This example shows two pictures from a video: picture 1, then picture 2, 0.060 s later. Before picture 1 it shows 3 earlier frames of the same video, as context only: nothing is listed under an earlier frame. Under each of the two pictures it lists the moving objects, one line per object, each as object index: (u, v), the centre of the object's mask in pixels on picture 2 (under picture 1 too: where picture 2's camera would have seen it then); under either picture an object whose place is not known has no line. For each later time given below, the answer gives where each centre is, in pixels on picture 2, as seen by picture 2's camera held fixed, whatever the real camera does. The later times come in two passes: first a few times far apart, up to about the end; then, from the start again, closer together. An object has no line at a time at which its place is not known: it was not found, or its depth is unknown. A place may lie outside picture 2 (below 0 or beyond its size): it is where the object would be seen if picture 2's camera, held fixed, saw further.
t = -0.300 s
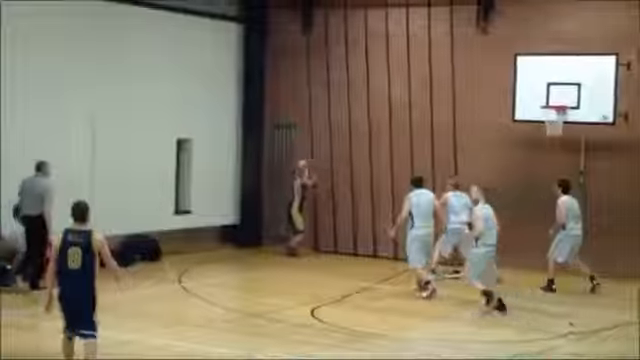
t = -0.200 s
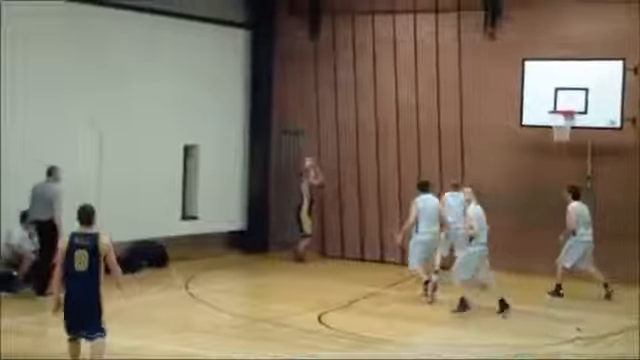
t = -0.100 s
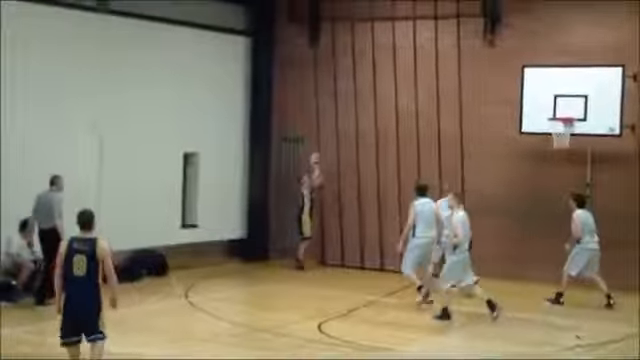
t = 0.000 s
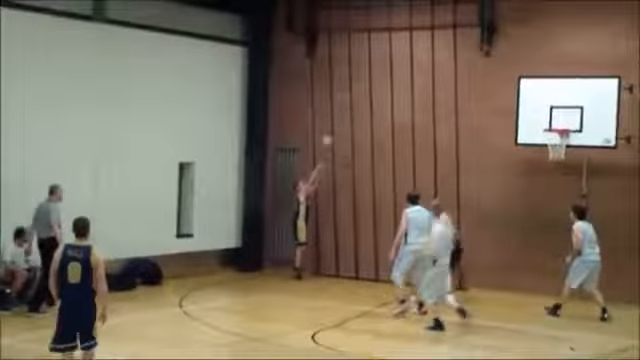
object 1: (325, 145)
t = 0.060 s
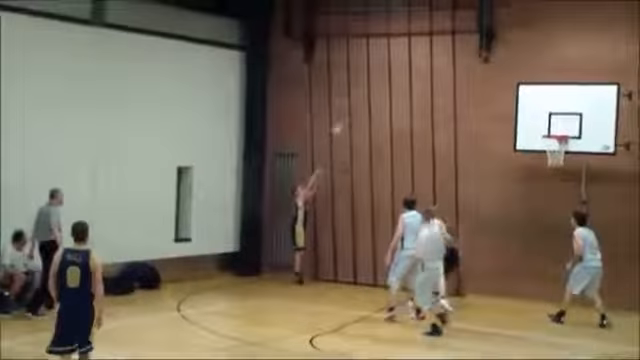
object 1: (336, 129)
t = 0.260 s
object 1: (377, 89)
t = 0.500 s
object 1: (426, 66)
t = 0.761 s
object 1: (483, 73)
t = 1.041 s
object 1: (544, 131)
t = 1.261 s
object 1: (561, 118)
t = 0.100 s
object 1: (345, 119)
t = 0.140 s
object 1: (352, 110)
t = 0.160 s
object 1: (357, 105)
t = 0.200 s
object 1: (364, 97)
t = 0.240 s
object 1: (374, 91)
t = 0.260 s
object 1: (377, 89)
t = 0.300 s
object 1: (386, 84)
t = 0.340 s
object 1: (395, 78)
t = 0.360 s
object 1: (398, 76)
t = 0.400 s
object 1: (406, 70)
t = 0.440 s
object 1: (415, 69)
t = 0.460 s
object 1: (418, 67)
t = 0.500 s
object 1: (426, 66)
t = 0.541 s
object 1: (435, 65)
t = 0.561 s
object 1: (440, 64)
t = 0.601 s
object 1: (448, 64)
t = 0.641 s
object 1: (456, 64)
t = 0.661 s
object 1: (461, 65)
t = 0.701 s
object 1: (469, 67)
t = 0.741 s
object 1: (478, 72)
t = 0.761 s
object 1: (483, 73)
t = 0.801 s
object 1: (493, 81)
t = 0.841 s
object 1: (505, 85)
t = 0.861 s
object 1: (506, 88)
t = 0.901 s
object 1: (513, 94)
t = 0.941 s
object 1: (524, 107)
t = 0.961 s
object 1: (527, 110)
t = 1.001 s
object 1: (537, 121)
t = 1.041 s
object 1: (544, 131)
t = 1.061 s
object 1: (547, 130)
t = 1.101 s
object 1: (550, 126)
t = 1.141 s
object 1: (552, 124)
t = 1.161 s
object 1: (554, 122)
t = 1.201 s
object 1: (557, 119)
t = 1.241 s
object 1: (560, 118)
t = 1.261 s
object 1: (561, 118)
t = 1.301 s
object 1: (564, 118)
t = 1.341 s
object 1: (567, 120)
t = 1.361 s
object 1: (569, 121)
